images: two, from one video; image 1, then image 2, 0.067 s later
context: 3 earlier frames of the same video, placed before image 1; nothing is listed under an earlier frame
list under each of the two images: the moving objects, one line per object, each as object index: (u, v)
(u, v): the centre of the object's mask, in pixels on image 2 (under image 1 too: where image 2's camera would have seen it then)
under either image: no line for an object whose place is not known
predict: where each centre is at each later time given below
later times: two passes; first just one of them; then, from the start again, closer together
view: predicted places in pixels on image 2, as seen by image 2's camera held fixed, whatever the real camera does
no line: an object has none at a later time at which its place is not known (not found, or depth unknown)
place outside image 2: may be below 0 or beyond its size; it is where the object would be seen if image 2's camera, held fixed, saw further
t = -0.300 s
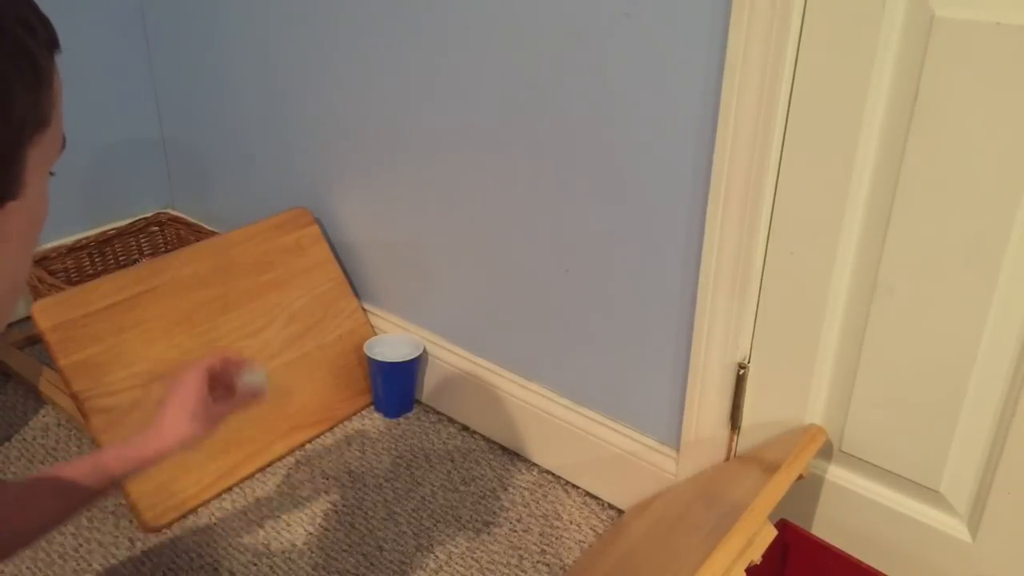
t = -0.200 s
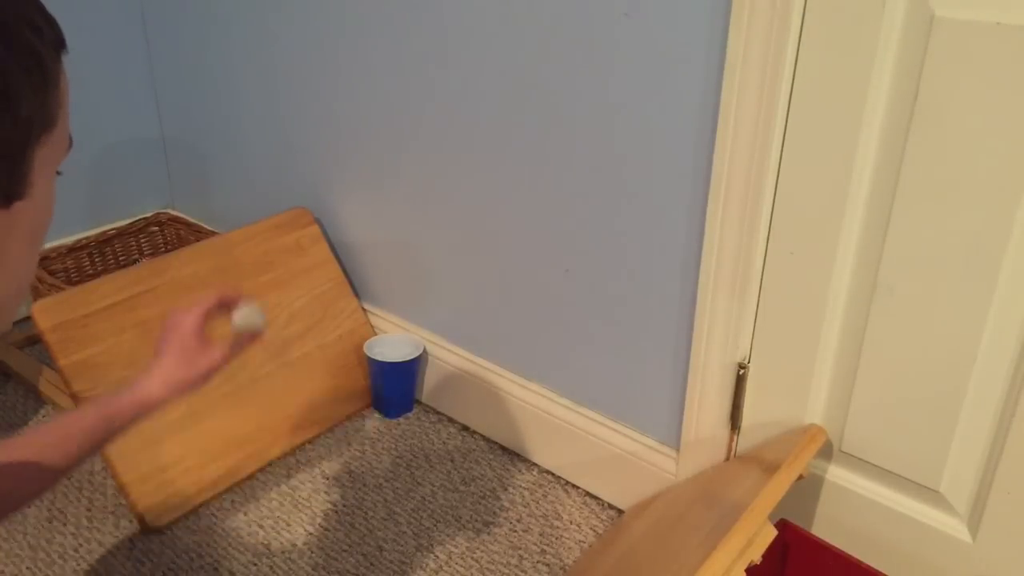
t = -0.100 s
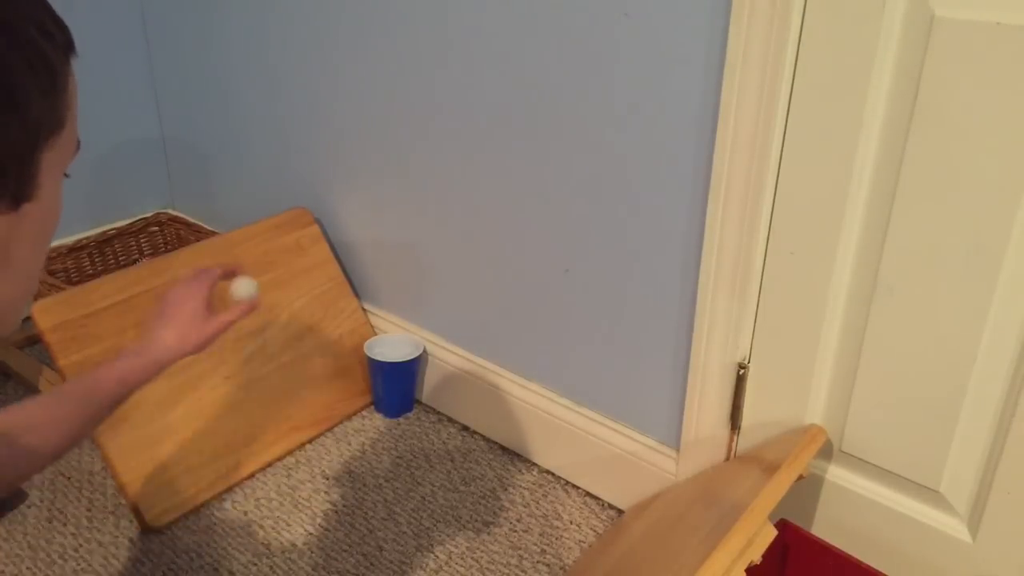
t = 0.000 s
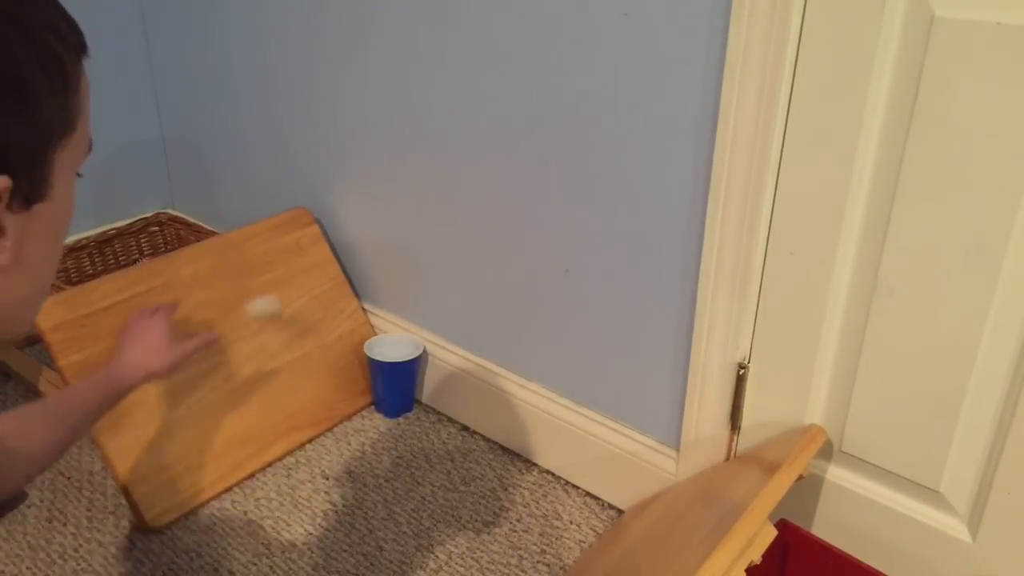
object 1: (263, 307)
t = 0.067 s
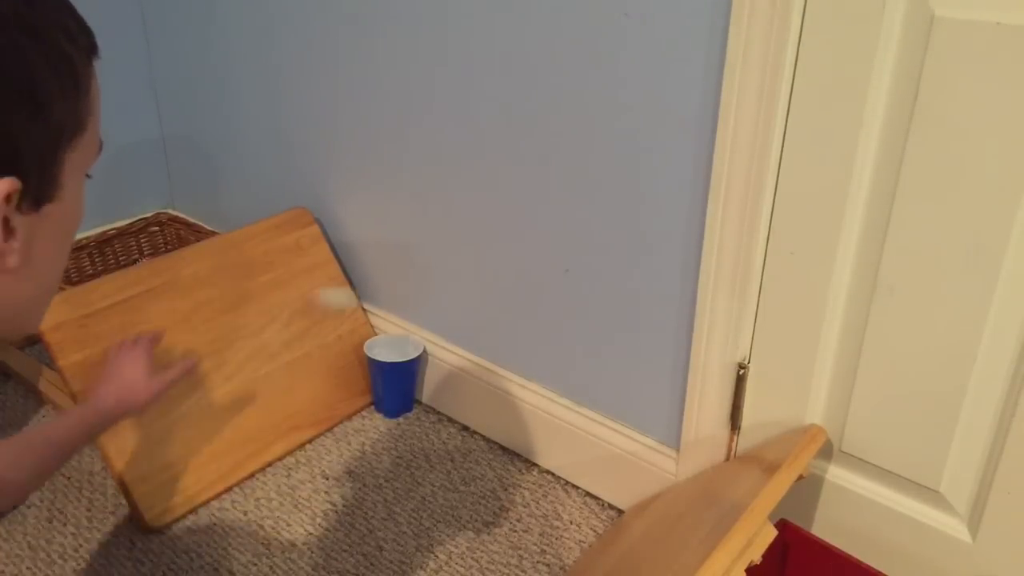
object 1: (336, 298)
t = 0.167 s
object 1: (467, 338)
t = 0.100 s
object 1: (377, 303)
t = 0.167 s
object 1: (467, 338)
